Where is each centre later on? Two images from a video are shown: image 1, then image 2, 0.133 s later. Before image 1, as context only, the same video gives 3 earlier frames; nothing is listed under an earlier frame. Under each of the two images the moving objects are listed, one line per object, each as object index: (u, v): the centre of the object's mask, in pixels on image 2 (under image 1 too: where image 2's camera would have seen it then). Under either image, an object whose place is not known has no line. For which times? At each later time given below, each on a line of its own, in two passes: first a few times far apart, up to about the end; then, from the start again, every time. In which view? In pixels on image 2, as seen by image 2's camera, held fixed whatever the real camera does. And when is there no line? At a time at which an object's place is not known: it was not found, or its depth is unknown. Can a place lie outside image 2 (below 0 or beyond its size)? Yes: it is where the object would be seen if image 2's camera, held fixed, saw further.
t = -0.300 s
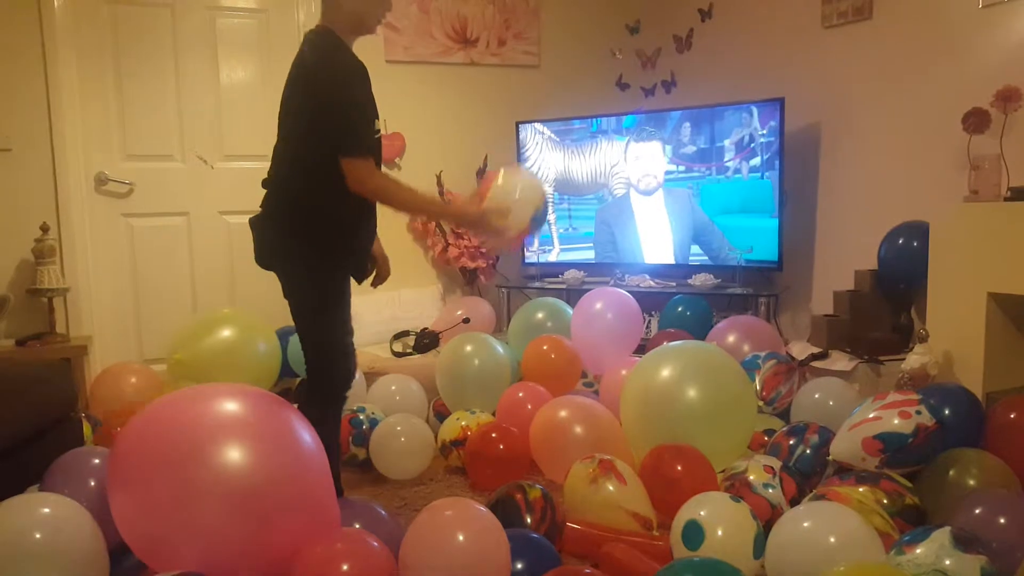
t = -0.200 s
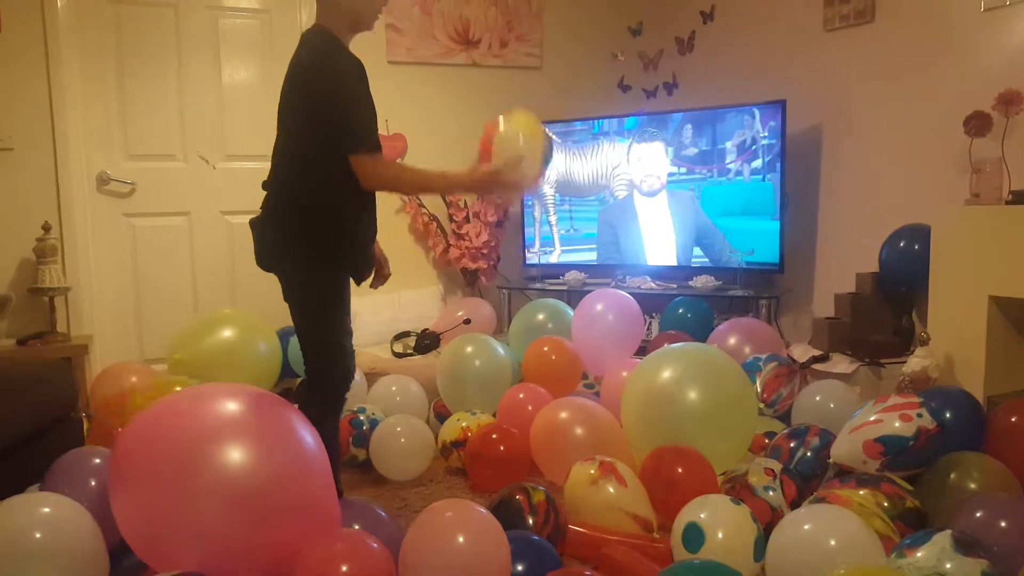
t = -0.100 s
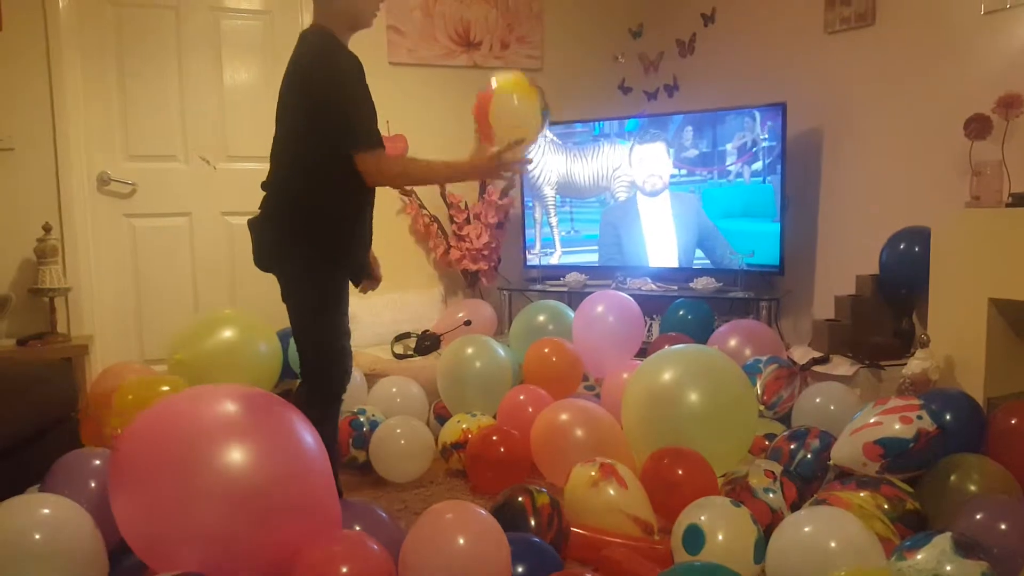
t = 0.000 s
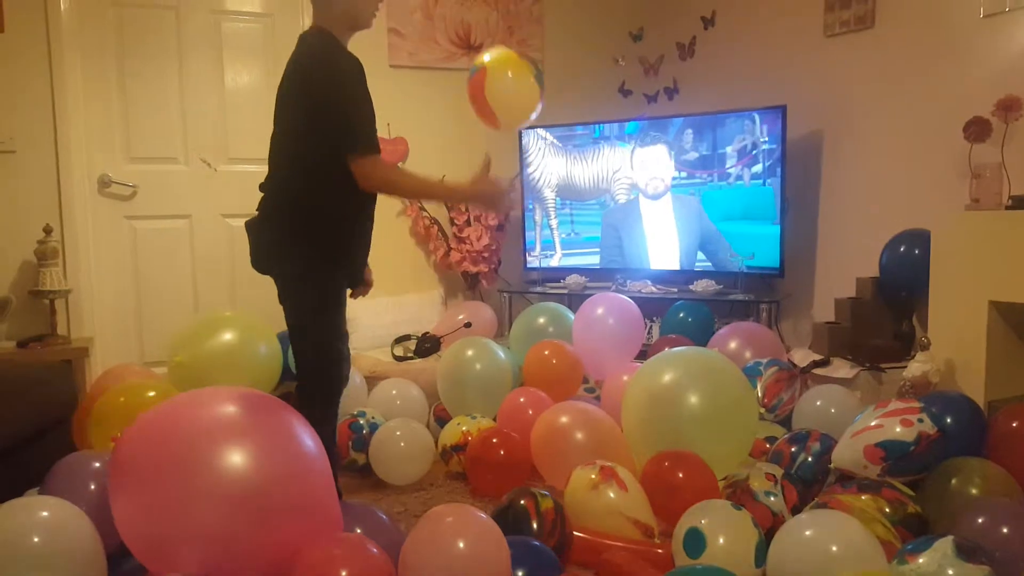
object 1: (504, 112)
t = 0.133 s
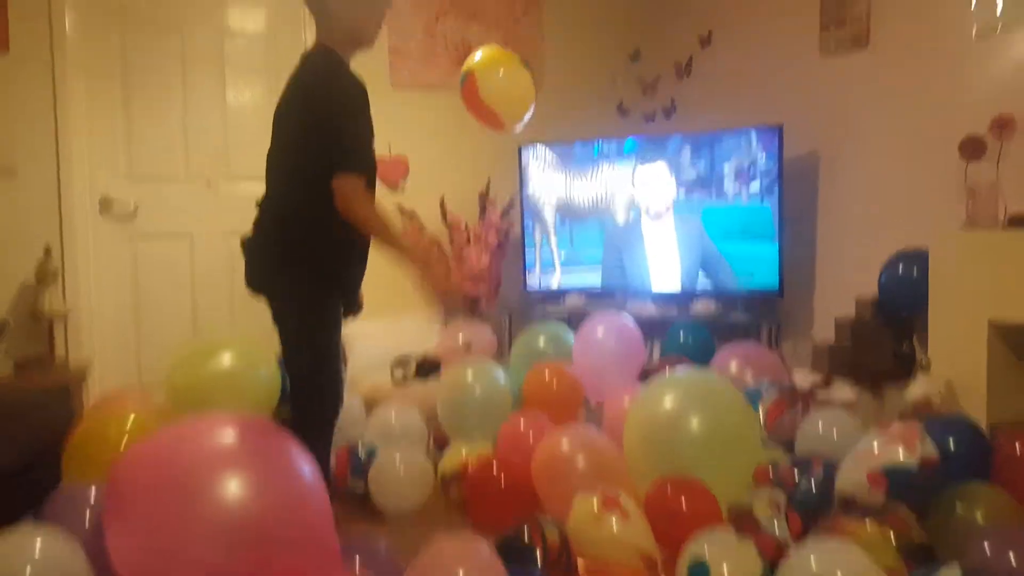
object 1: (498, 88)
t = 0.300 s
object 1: (491, 90)
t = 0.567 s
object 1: (486, 144)
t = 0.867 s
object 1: (477, 261)
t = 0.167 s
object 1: (499, 79)
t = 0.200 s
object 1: (497, 79)
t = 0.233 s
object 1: (495, 85)
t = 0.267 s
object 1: (493, 87)
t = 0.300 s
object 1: (491, 90)
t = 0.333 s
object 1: (490, 94)
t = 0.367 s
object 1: (488, 98)
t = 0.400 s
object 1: (488, 105)
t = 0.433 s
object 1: (488, 111)
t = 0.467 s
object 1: (487, 118)
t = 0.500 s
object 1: (487, 126)
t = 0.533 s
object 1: (487, 135)
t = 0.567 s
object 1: (486, 144)
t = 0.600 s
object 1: (485, 155)
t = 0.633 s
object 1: (485, 166)
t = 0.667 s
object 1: (484, 179)
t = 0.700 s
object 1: (484, 191)
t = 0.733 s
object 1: (482, 205)
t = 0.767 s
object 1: (481, 220)
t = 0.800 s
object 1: (481, 236)
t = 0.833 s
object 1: (480, 251)
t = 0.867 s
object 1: (477, 261)
